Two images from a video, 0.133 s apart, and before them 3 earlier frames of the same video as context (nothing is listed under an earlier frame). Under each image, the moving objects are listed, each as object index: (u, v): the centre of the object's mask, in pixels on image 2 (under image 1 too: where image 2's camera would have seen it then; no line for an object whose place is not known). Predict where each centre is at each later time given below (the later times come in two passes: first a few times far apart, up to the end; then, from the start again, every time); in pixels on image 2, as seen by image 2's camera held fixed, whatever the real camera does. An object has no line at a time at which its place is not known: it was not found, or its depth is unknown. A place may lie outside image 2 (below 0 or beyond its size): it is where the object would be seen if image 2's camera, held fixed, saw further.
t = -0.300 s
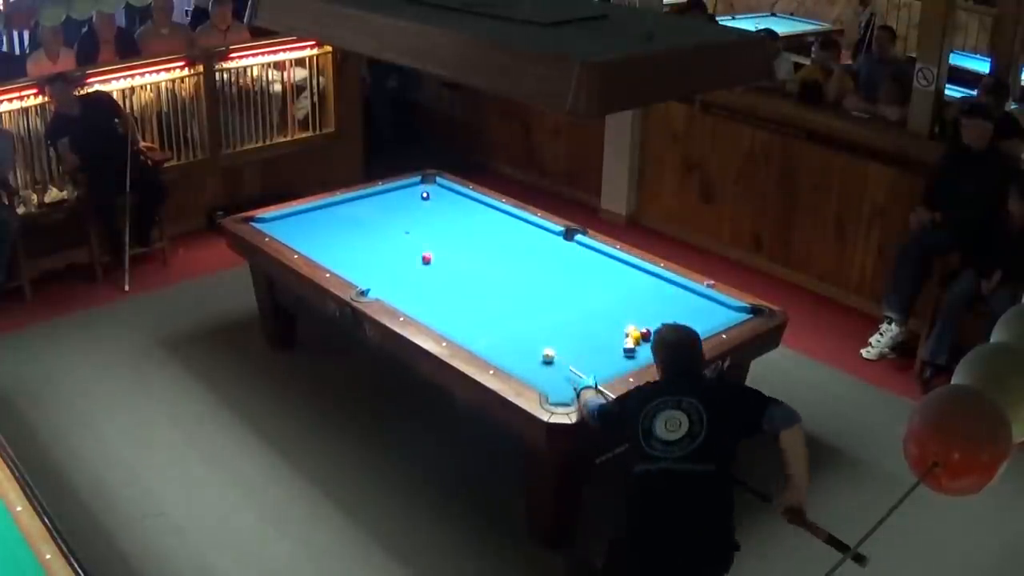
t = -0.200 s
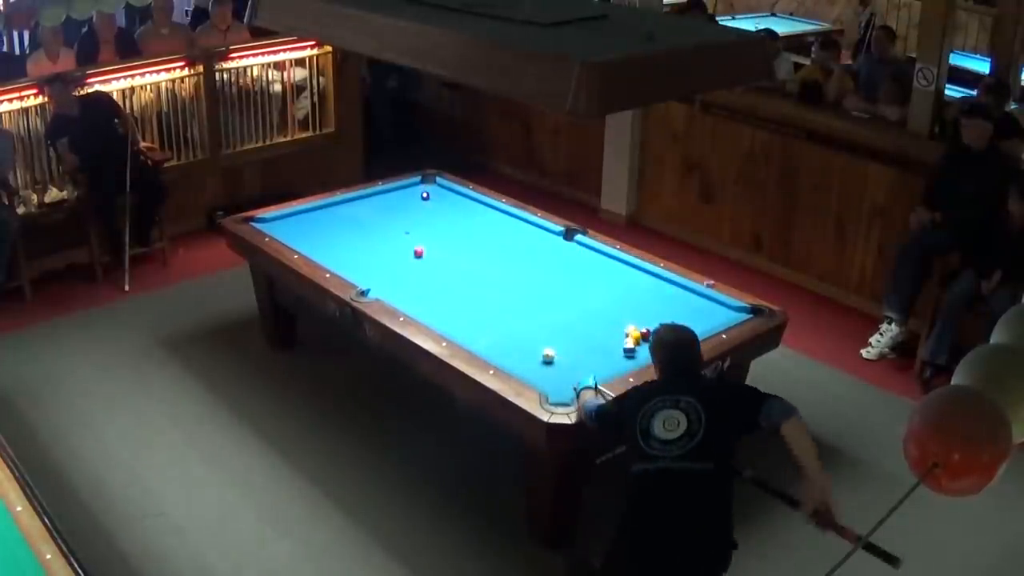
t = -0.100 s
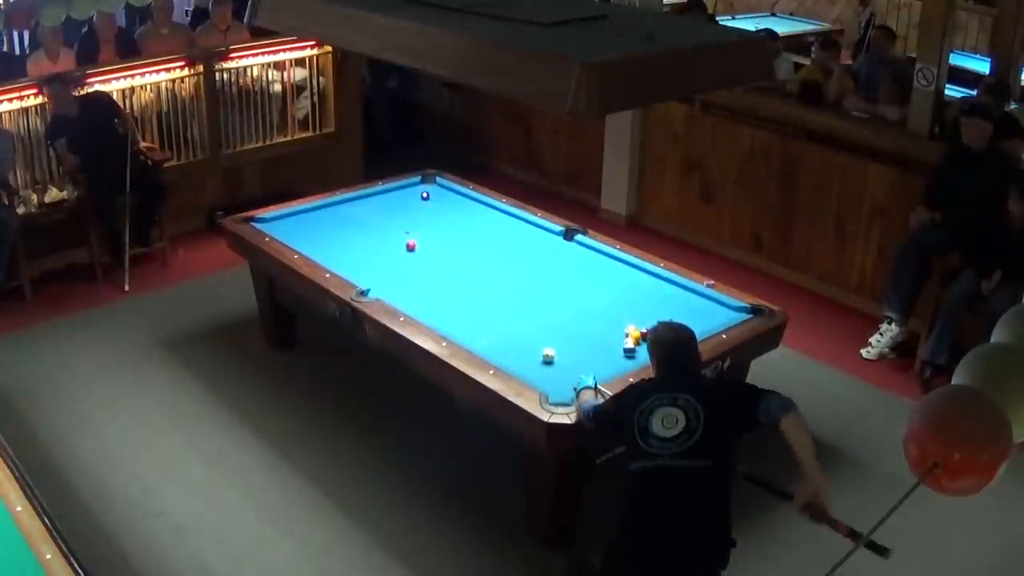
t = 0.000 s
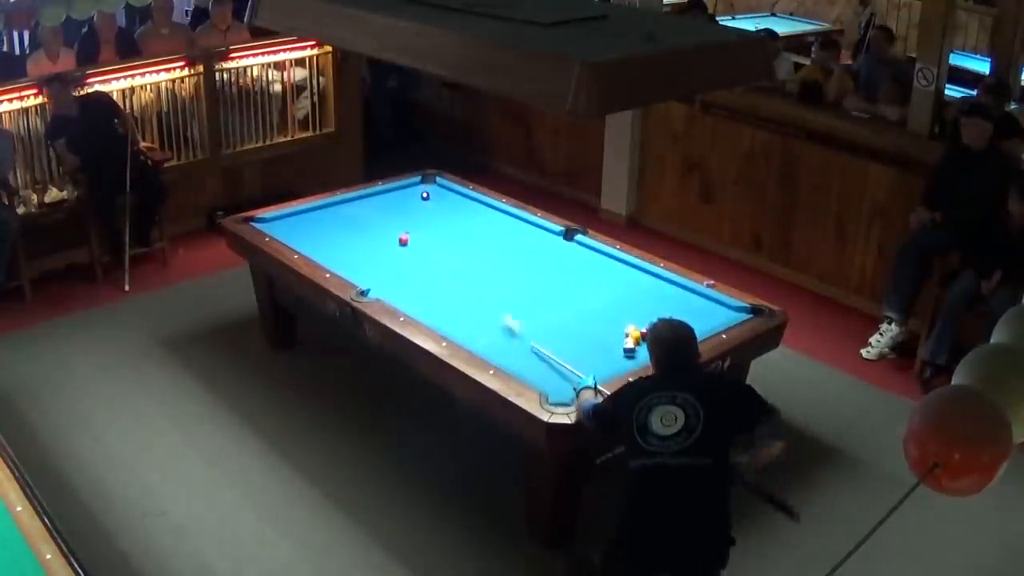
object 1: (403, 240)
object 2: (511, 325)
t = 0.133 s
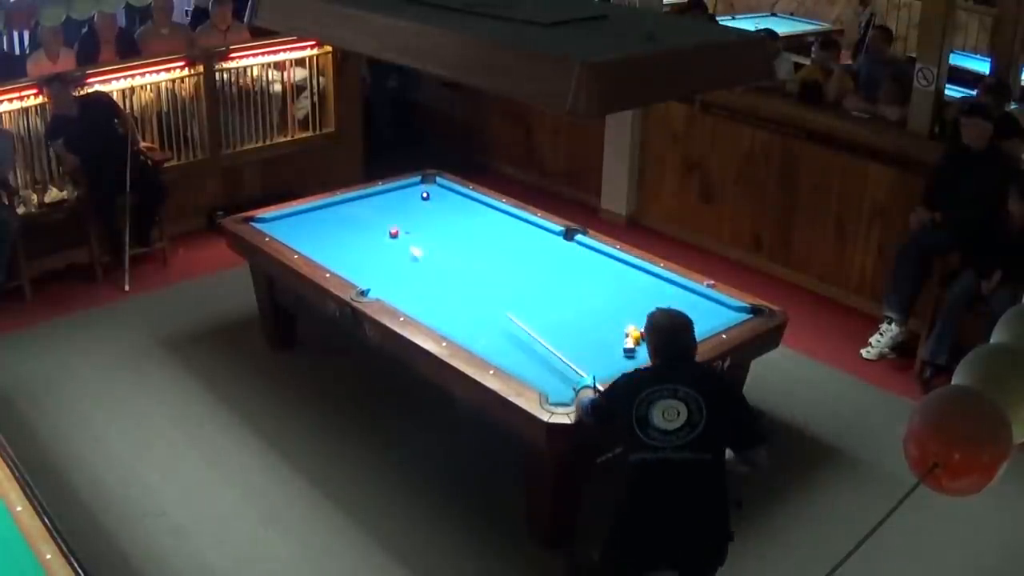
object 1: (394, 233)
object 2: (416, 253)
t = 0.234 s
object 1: (395, 214)
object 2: (353, 226)
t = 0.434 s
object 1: (449, 190)
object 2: (290, 229)
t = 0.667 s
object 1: (458, 219)
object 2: (333, 253)
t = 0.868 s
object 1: (463, 244)
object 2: (381, 268)
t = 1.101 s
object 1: (470, 277)
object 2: (442, 286)
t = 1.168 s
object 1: (472, 288)
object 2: (459, 291)
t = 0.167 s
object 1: (391, 230)
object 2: (397, 239)
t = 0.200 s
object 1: (392, 224)
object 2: (376, 230)
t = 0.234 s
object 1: (395, 214)
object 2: (353, 226)
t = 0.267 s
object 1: (398, 204)
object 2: (331, 222)
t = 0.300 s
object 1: (401, 195)
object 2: (310, 218)
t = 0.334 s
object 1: (405, 186)
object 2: (290, 215)
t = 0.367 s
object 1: (417, 186)
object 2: (286, 219)
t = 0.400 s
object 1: (434, 188)
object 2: (288, 224)
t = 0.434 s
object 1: (449, 190)
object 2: (290, 229)
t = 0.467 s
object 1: (452, 193)
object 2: (293, 234)
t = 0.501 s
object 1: (453, 198)
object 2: (296, 238)
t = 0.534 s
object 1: (455, 203)
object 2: (301, 242)
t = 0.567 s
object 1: (456, 207)
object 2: (310, 245)
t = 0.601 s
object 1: (457, 211)
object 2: (317, 248)
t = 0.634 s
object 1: (457, 215)
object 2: (325, 251)
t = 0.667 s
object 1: (458, 219)
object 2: (333, 253)
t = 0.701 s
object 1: (460, 224)
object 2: (340, 256)
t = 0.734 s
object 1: (460, 228)
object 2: (348, 258)
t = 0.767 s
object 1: (461, 232)
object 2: (356, 261)
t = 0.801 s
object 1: (462, 236)
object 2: (364, 263)
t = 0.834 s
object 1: (463, 240)
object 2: (372, 266)
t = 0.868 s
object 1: (463, 244)
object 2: (381, 268)
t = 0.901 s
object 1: (464, 249)
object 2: (389, 271)
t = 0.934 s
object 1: (465, 254)
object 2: (398, 273)
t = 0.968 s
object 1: (466, 258)
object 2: (407, 276)
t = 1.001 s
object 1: (467, 263)
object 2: (415, 278)
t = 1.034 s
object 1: (468, 267)
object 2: (424, 281)
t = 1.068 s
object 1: (469, 272)
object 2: (433, 283)
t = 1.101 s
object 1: (470, 277)
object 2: (442, 286)
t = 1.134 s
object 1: (471, 282)
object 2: (451, 289)
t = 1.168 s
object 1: (472, 288)
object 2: (459, 291)
